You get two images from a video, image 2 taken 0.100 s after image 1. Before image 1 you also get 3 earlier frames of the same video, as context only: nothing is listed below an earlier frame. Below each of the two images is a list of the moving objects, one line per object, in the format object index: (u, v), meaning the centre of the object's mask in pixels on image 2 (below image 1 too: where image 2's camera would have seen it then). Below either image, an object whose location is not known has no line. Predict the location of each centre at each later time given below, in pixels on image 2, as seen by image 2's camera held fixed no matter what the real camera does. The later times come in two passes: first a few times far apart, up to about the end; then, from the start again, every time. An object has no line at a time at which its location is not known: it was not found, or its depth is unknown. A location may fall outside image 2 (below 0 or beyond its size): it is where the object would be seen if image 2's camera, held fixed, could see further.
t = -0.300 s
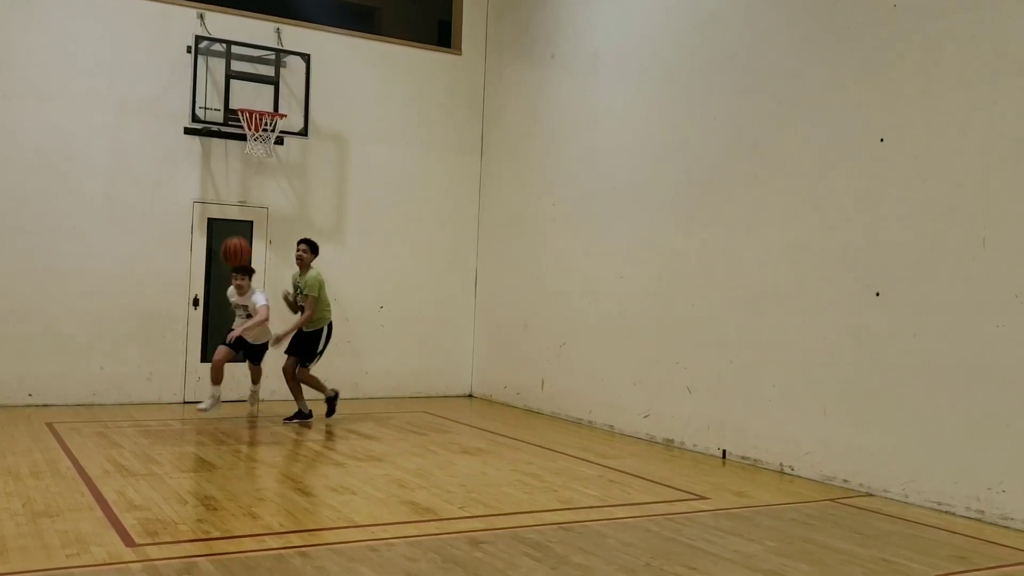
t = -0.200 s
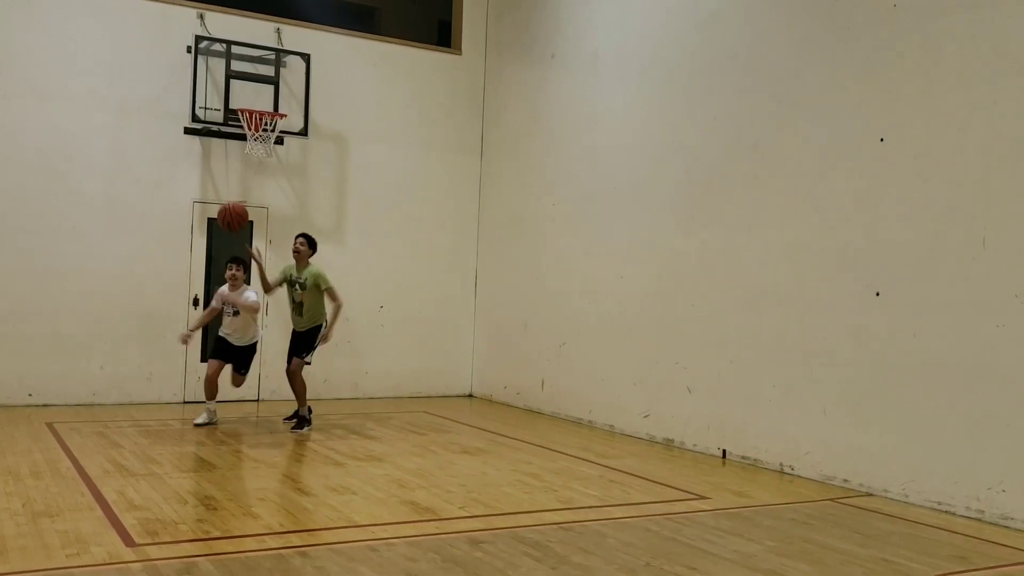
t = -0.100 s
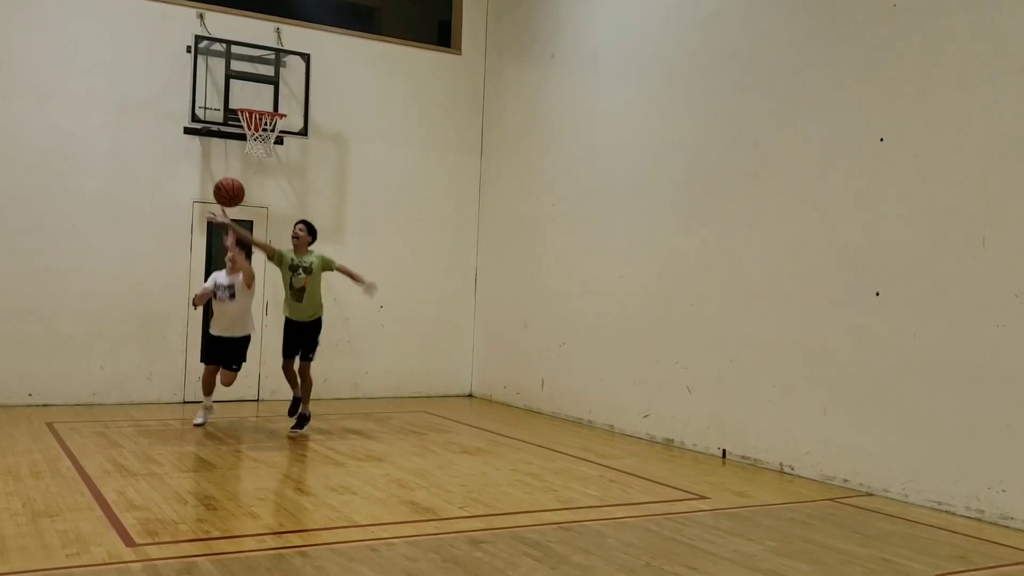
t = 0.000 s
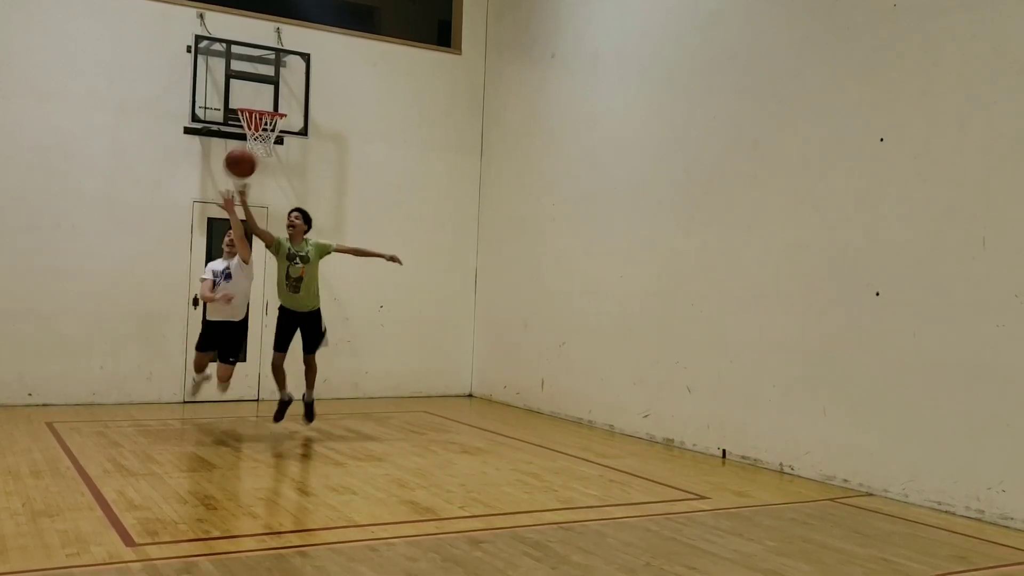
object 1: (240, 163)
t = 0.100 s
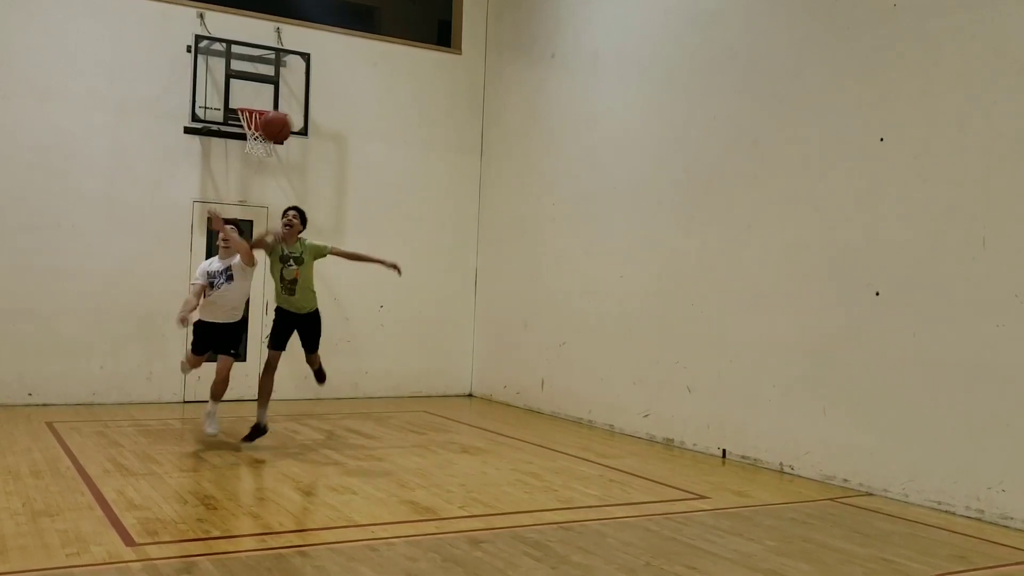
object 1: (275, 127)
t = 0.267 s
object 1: (340, 90)
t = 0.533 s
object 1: (462, 108)
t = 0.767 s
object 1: (597, 234)
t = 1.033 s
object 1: (806, 565)
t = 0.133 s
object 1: (288, 117)
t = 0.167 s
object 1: (300, 108)
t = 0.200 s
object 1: (313, 101)
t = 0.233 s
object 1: (326, 94)
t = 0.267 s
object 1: (340, 90)
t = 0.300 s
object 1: (353, 87)
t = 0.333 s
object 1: (368, 84)
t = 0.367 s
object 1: (382, 84)
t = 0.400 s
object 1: (397, 85)
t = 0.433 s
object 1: (412, 89)
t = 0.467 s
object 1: (428, 94)
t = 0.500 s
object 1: (445, 100)
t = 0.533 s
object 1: (462, 108)
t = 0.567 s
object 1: (479, 119)
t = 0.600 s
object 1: (497, 132)
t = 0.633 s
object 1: (516, 147)
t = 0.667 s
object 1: (535, 165)
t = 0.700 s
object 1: (555, 185)
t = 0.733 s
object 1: (575, 207)
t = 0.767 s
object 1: (597, 234)
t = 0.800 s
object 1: (619, 263)
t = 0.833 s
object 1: (643, 295)
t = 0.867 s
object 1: (667, 332)
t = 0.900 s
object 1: (694, 373)
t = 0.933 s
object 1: (721, 417)
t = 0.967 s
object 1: (750, 468)
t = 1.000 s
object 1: (778, 522)
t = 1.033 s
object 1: (806, 565)
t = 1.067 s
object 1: (824, 551)
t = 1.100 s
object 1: (835, 517)
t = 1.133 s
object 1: (847, 478)
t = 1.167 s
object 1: (858, 444)
